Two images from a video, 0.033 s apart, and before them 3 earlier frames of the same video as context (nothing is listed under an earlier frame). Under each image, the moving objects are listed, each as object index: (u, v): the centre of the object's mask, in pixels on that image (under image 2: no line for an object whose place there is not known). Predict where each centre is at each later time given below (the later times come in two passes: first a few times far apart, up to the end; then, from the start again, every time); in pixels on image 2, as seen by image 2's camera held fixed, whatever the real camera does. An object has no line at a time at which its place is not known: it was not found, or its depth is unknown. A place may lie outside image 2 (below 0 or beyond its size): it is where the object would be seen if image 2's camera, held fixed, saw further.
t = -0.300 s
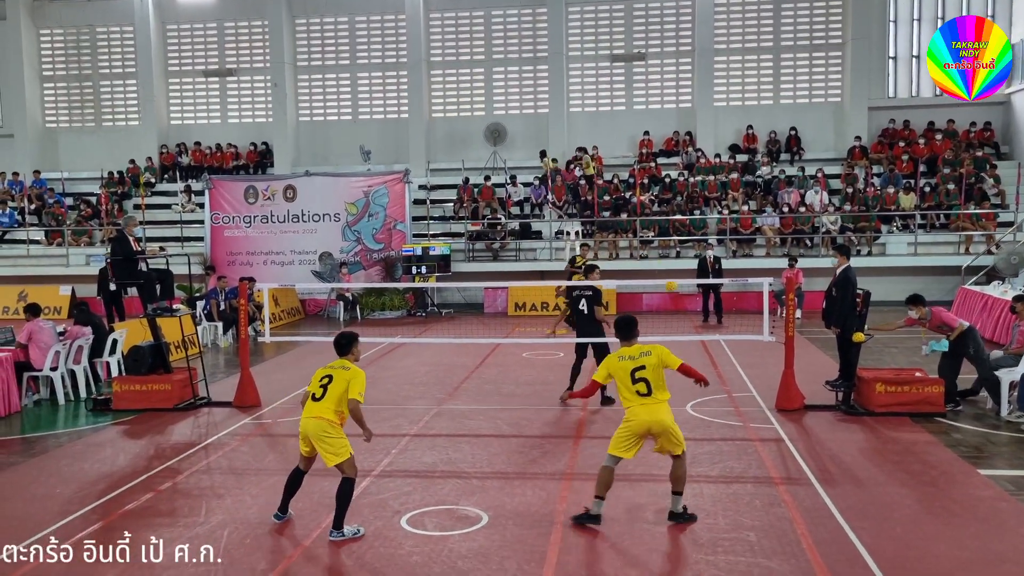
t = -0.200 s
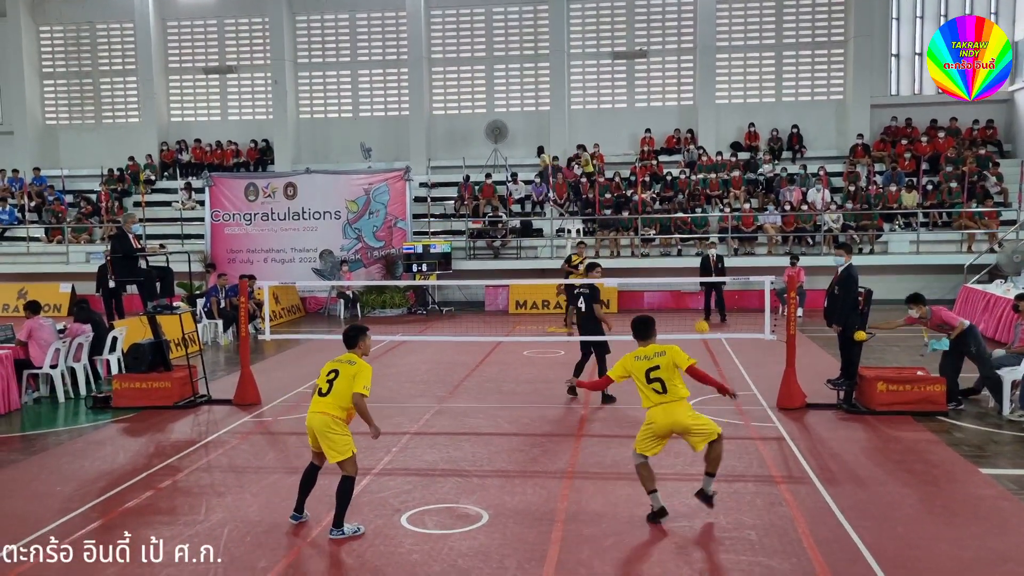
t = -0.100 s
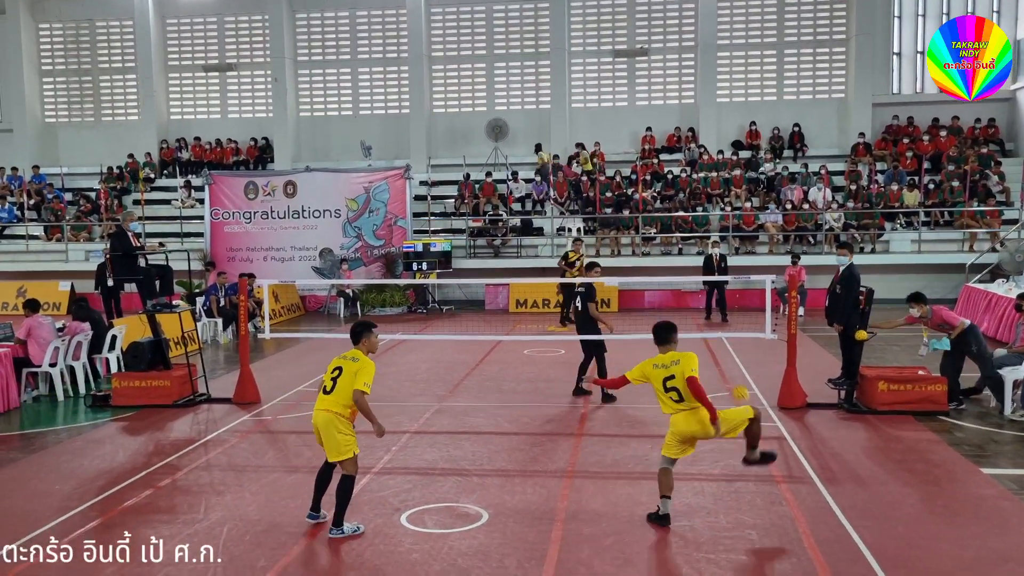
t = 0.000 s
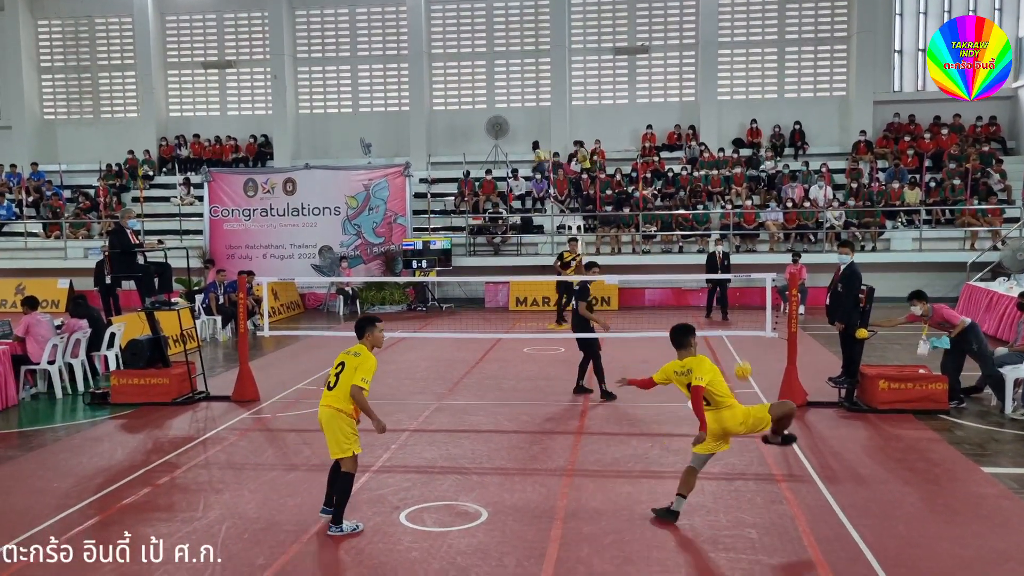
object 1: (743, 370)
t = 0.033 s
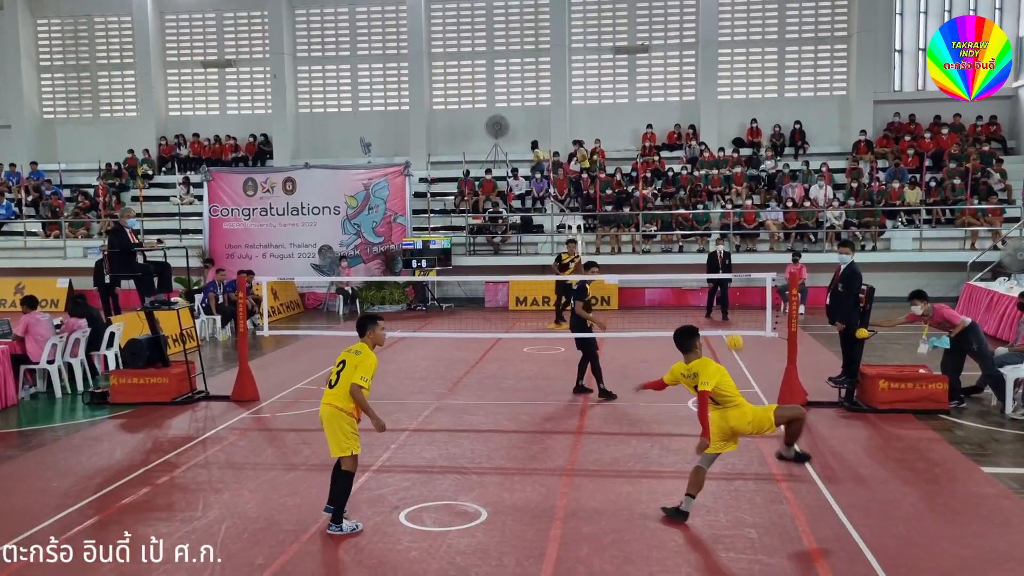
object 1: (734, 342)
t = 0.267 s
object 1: (673, 176)
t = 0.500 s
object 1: (612, 78)
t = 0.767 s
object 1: (544, 55)
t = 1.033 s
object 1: (479, 127)
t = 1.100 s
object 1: (464, 158)
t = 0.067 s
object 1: (725, 314)
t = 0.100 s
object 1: (716, 287)
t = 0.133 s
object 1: (708, 262)
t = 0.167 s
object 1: (700, 240)
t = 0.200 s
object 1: (690, 216)
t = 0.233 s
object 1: (681, 195)
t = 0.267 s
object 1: (673, 176)
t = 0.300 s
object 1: (664, 156)
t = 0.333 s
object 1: (655, 140)
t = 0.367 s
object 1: (647, 125)
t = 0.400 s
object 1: (638, 111)
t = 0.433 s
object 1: (629, 99)
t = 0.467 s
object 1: (621, 88)
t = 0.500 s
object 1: (612, 78)
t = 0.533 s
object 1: (603, 70)
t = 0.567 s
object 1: (595, 62)
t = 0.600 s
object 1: (588, 59)
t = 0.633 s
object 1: (578, 55)
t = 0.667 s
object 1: (569, 53)
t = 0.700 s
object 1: (561, 53)
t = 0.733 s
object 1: (552, 54)
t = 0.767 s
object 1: (544, 55)
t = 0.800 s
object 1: (536, 59)
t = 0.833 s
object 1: (527, 65)
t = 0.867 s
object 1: (519, 71)
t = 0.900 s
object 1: (511, 80)
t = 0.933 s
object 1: (503, 89)
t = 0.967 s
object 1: (495, 100)
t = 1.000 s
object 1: (487, 113)
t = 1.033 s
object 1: (479, 127)
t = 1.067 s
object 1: (471, 142)
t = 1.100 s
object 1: (464, 158)
